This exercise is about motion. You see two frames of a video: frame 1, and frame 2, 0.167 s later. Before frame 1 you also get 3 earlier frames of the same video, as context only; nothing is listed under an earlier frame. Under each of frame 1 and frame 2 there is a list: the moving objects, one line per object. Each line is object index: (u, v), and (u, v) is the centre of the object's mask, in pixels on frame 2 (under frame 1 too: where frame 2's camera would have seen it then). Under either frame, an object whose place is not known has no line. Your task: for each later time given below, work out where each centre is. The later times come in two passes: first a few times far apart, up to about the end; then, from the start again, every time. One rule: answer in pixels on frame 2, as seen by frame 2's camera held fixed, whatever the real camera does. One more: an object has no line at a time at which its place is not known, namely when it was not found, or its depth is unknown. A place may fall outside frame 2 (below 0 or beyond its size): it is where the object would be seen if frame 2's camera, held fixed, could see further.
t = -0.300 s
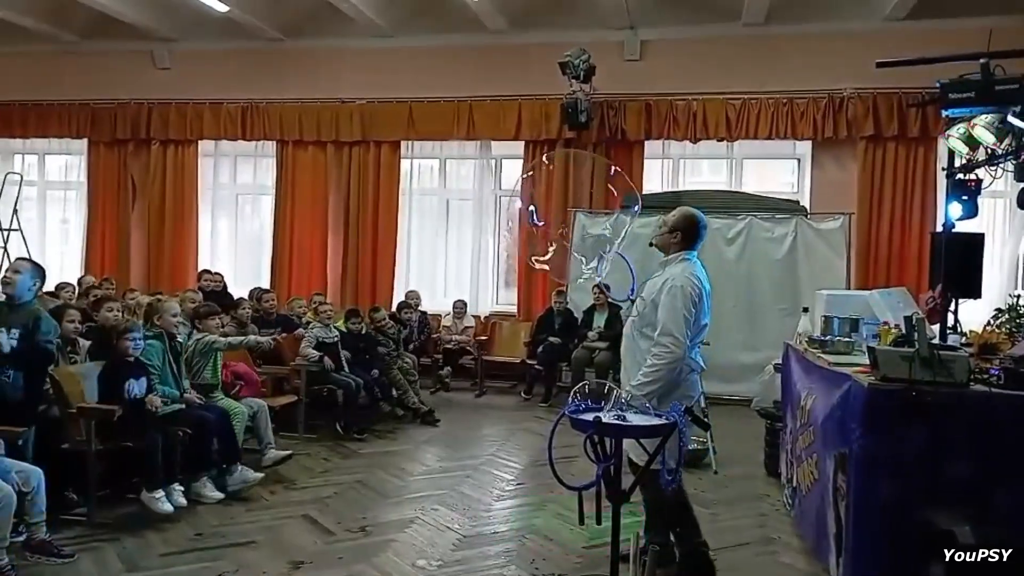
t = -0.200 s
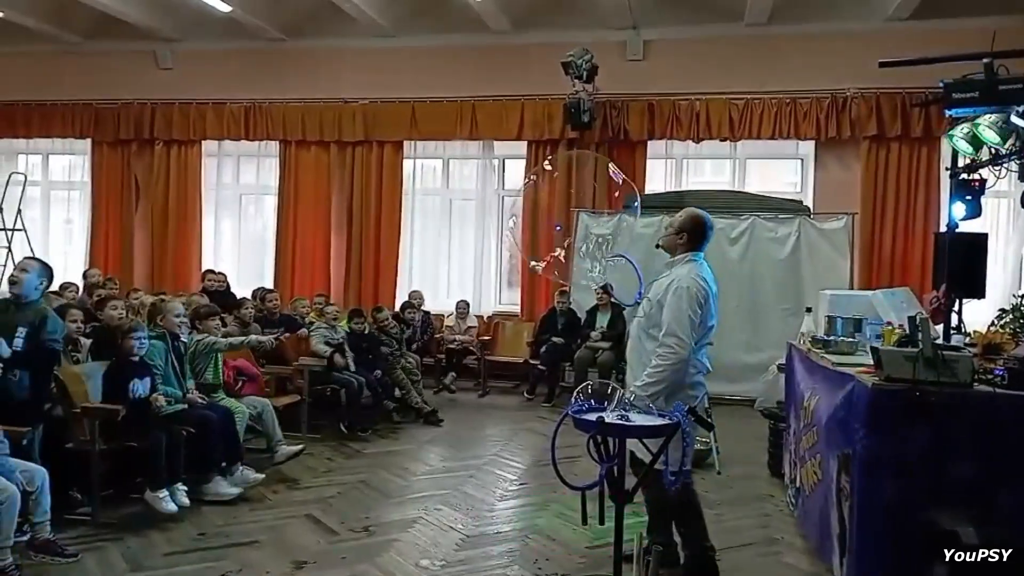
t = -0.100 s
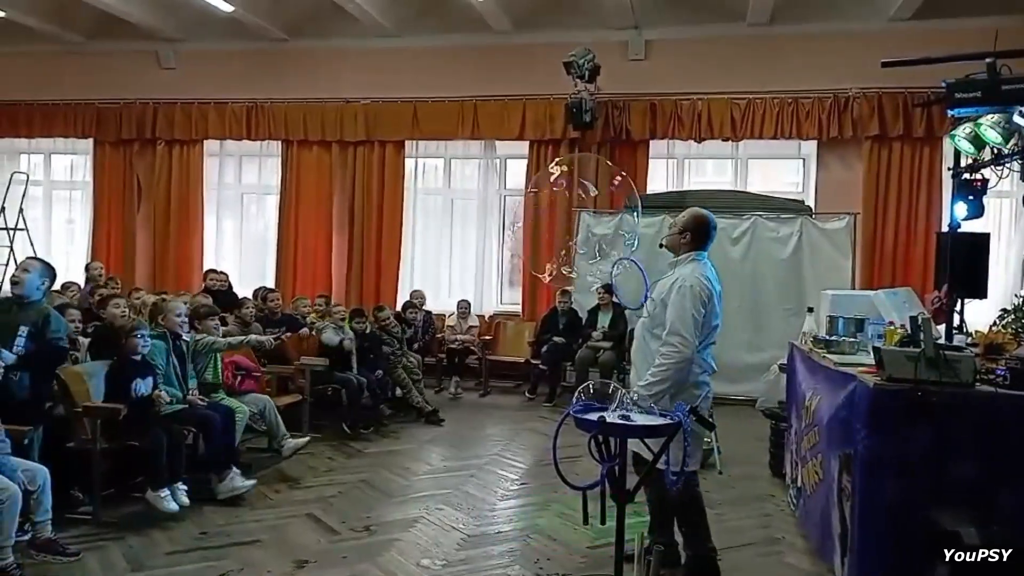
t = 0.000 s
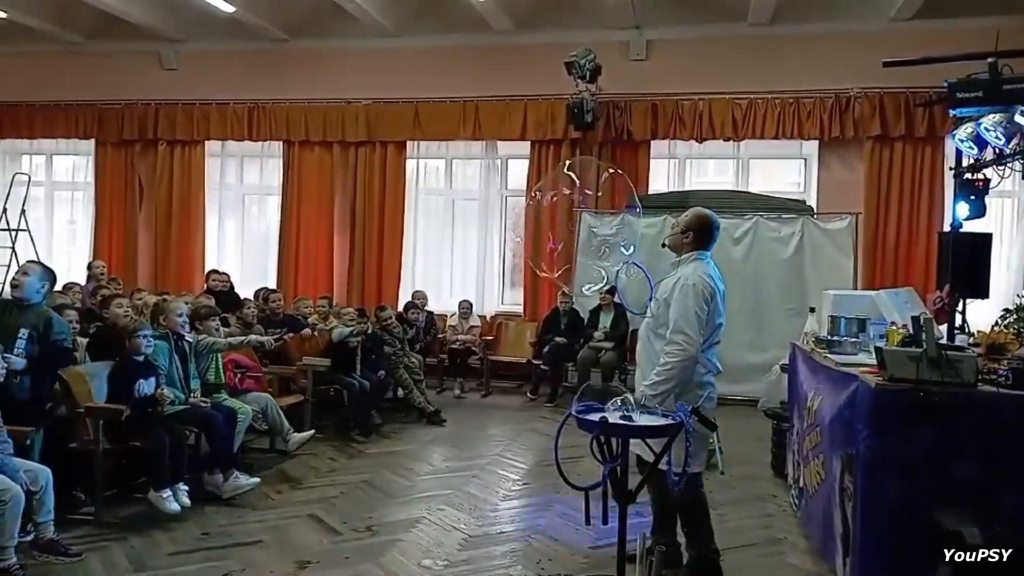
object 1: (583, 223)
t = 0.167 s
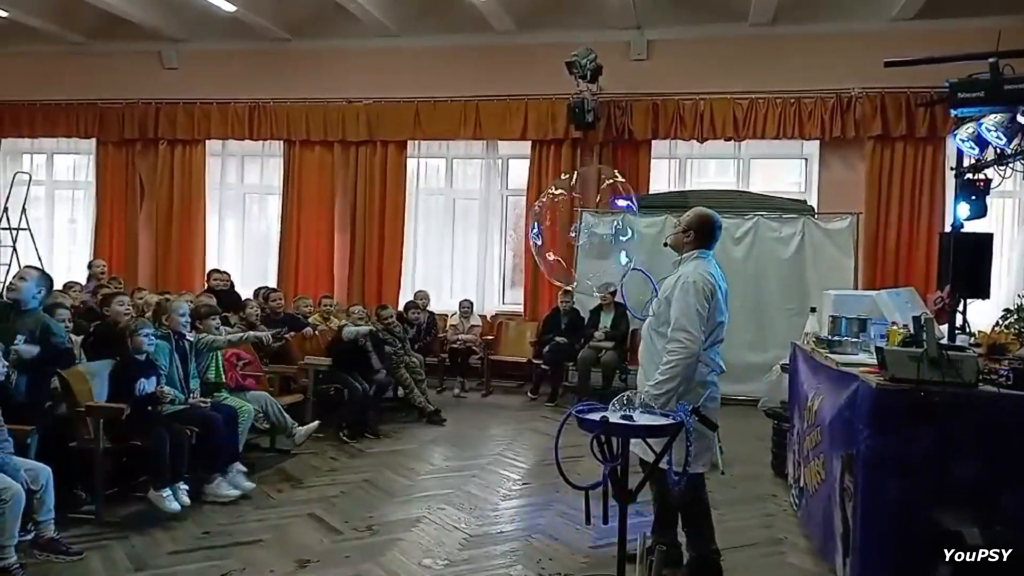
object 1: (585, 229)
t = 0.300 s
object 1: (587, 234)
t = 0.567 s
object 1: (583, 238)
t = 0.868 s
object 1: (579, 245)
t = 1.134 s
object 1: (574, 266)
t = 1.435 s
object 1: (570, 279)
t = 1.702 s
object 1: (569, 289)
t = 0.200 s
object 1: (585, 230)
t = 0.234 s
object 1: (586, 232)
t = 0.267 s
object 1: (587, 233)
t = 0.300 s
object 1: (587, 234)
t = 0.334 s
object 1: (587, 235)
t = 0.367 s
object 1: (586, 236)
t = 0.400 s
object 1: (586, 236)
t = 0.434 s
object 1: (586, 236)
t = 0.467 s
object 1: (586, 237)
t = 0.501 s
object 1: (585, 238)
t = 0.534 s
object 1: (584, 236)
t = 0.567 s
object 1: (583, 238)
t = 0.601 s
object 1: (582, 239)
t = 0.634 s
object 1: (582, 240)
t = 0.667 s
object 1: (582, 240)
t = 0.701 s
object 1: (581, 240)
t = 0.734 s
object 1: (580, 243)
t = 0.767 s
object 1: (579, 245)
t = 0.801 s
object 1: (579, 246)
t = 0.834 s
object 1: (578, 246)
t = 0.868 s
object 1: (579, 245)
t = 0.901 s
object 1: (578, 247)
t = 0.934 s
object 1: (578, 248)
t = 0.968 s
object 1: (576, 257)
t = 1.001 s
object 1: (576, 259)
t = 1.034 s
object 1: (576, 259)
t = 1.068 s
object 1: (575, 264)
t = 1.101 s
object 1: (575, 265)
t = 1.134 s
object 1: (574, 266)
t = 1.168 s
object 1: (574, 267)
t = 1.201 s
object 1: (575, 268)
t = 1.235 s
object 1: (573, 269)
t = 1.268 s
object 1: (572, 271)
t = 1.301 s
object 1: (572, 271)
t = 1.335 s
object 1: (570, 273)
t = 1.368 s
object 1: (570, 276)
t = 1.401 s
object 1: (570, 278)
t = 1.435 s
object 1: (570, 279)
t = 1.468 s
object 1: (572, 280)
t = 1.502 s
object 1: (571, 282)
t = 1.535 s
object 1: (571, 284)
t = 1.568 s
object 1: (571, 286)
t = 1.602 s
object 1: (571, 288)
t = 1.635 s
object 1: (571, 288)
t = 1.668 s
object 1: (570, 289)
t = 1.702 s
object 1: (569, 289)
